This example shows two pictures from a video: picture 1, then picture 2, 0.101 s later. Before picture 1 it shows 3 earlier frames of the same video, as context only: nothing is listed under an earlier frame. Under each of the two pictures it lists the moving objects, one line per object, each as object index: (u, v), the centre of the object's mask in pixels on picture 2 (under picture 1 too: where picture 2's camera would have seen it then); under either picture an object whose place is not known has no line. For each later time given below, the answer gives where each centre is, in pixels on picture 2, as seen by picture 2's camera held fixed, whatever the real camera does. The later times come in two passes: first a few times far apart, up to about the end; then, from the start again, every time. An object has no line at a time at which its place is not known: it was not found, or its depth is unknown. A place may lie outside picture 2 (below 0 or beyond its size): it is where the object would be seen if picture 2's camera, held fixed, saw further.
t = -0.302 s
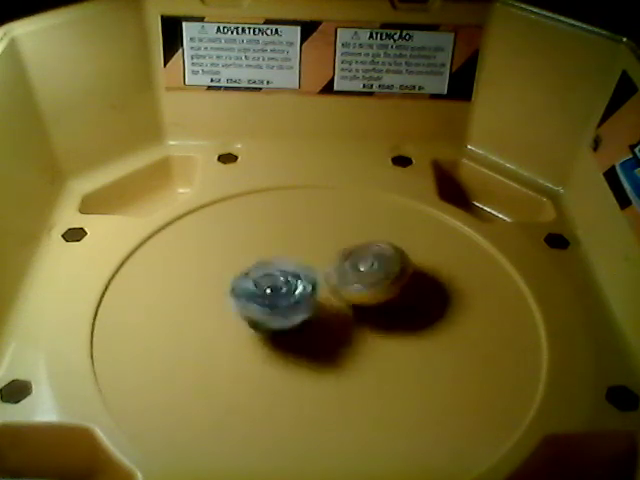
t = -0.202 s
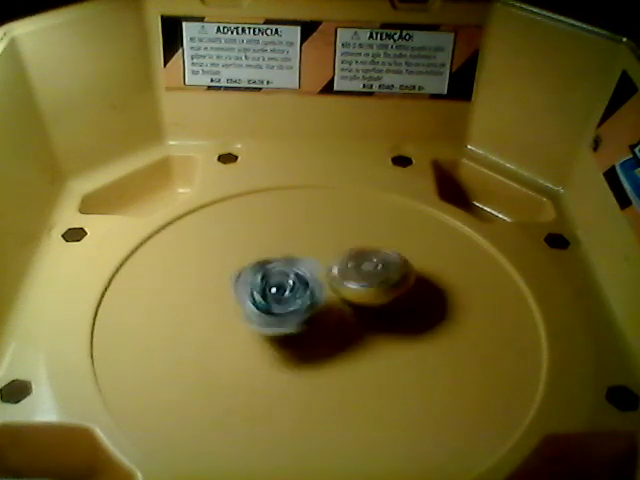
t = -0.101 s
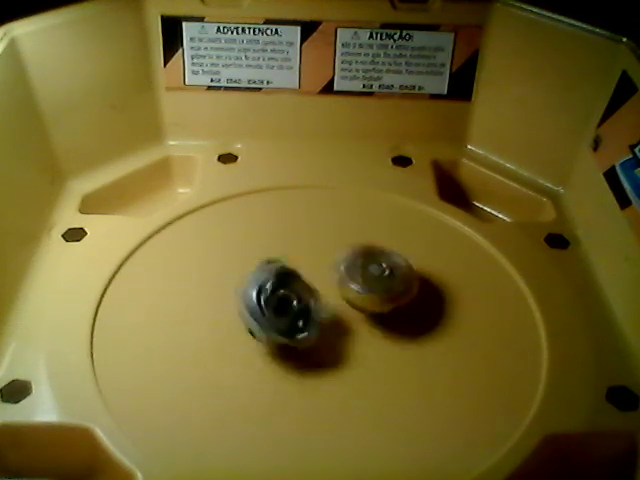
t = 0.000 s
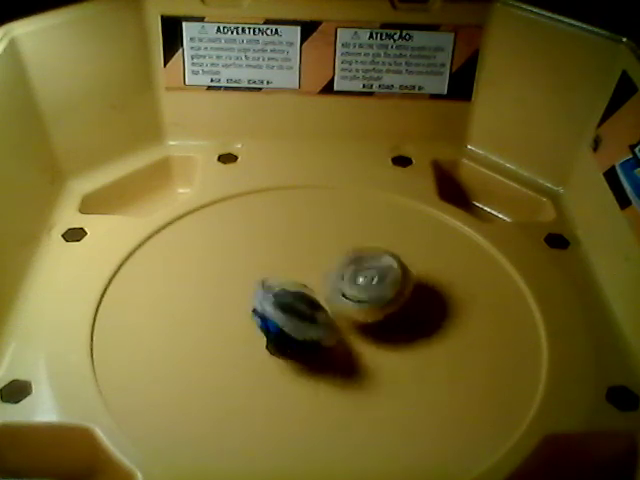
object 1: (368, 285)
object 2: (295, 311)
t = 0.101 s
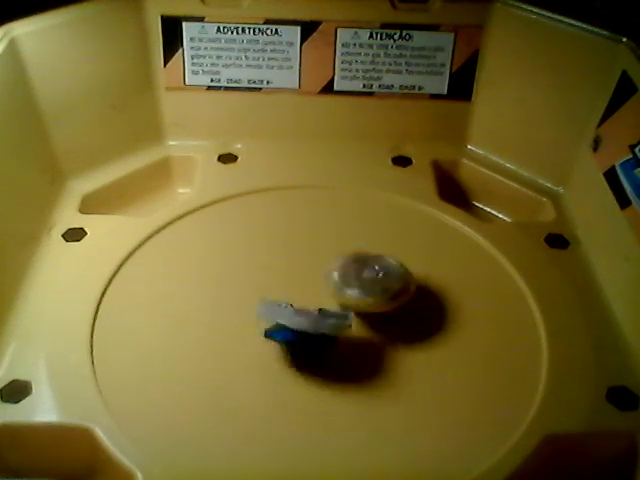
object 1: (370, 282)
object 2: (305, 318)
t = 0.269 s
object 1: (387, 282)
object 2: (284, 342)
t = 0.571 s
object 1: (347, 282)
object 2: (311, 326)
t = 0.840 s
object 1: (354, 275)
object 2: (315, 326)
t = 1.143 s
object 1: (389, 289)
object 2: (313, 327)
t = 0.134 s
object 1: (377, 280)
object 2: (298, 319)
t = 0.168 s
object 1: (385, 279)
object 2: (289, 326)
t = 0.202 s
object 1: (391, 283)
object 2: (289, 330)
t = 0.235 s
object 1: (390, 282)
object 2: (282, 340)
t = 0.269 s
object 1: (387, 282)
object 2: (284, 342)
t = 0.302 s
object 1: (381, 282)
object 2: (288, 345)
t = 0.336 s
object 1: (378, 282)
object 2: (294, 345)
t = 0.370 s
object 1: (374, 283)
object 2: (297, 342)
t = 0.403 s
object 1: (373, 283)
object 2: (301, 338)
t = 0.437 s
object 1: (366, 285)
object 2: (307, 336)
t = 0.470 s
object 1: (360, 285)
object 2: (311, 332)
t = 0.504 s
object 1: (352, 283)
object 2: (311, 327)
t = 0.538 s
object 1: (349, 283)
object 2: (310, 325)
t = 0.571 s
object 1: (347, 282)
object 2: (311, 326)
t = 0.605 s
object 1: (348, 280)
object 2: (311, 326)
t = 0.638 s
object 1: (348, 277)
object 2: (314, 326)
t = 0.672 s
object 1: (349, 277)
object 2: (315, 326)
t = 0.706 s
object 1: (350, 277)
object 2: (313, 327)
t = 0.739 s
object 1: (351, 273)
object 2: (312, 327)
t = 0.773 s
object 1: (357, 274)
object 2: (313, 327)
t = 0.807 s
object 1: (355, 274)
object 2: (312, 327)
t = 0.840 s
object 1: (354, 275)
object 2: (315, 326)
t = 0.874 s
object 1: (355, 277)
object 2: (313, 327)
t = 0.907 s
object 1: (353, 277)
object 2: (314, 326)
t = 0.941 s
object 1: (358, 279)
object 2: (311, 328)
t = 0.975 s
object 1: (365, 282)
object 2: (310, 328)
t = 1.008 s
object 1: (371, 283)
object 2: (313, 328)
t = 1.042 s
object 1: (376, 287)
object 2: (313, 327)
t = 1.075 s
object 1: (382, 285)
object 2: (315, 327)
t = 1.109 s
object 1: (387, 289)
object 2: (314, 327)
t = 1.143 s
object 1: (389, 289)
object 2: (313, 327)
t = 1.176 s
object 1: (391, 288)
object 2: (312, 327)
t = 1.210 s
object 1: (391, 290)
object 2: (311, 328)
